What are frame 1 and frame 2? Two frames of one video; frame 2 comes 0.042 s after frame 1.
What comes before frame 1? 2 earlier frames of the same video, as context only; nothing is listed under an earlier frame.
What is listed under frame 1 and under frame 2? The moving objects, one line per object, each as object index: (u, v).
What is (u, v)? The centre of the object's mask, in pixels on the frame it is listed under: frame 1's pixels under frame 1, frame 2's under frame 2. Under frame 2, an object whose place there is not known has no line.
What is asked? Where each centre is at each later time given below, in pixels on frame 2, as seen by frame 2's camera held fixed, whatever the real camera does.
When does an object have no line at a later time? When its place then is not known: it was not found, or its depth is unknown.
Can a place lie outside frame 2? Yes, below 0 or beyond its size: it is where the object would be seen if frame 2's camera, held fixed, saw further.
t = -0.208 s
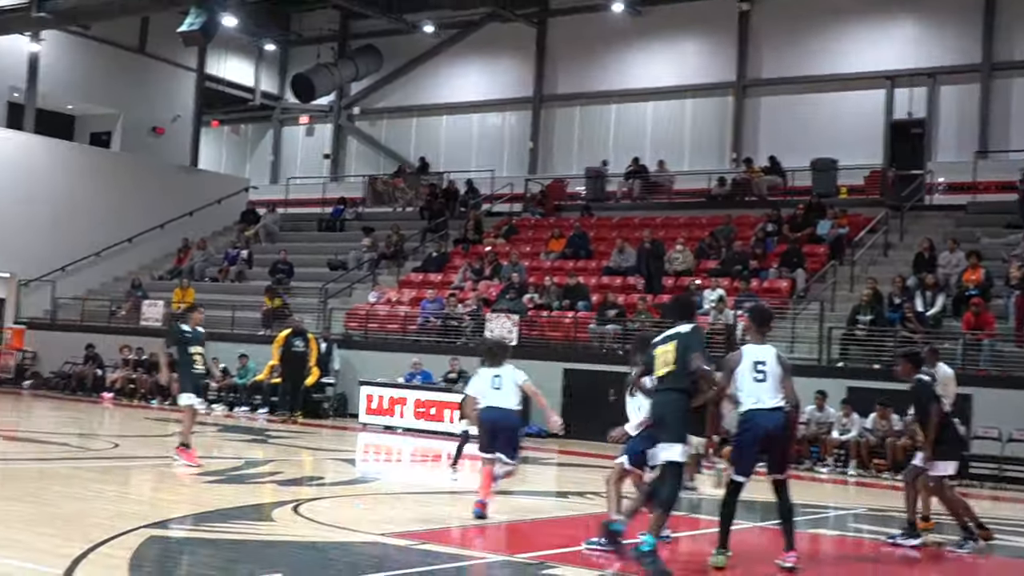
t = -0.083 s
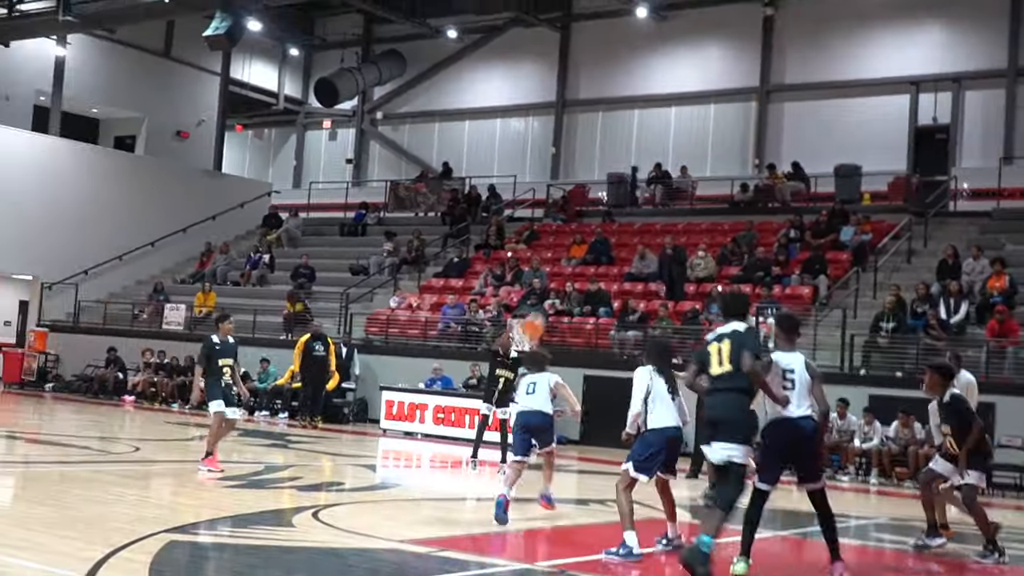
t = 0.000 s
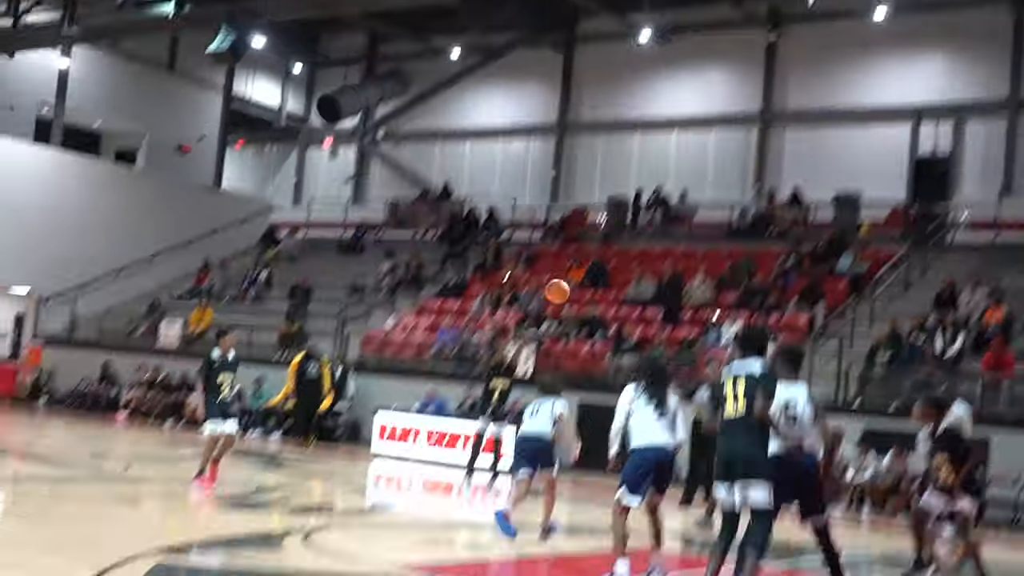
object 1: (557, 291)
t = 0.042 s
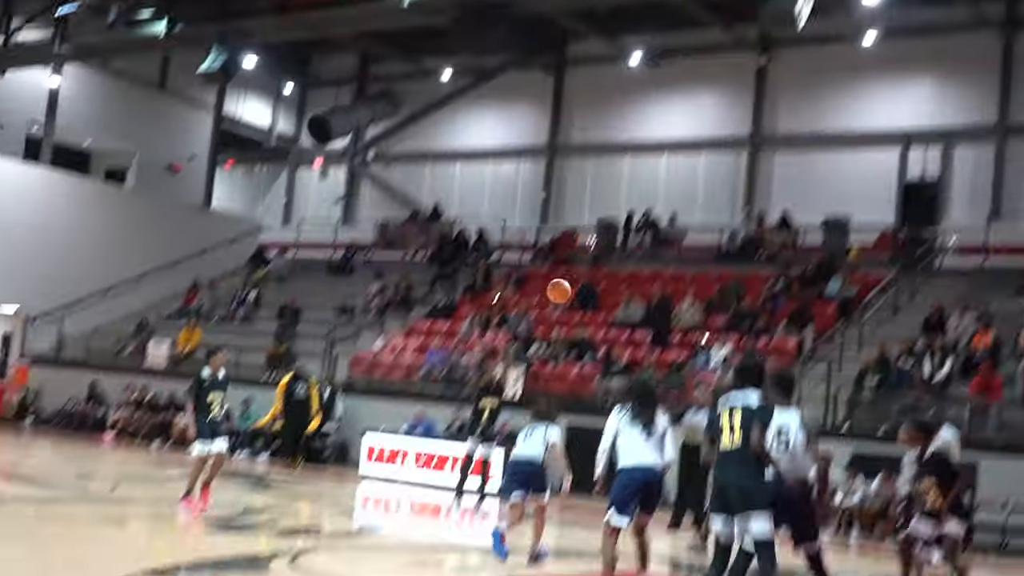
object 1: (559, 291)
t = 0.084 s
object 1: (577, 259)
